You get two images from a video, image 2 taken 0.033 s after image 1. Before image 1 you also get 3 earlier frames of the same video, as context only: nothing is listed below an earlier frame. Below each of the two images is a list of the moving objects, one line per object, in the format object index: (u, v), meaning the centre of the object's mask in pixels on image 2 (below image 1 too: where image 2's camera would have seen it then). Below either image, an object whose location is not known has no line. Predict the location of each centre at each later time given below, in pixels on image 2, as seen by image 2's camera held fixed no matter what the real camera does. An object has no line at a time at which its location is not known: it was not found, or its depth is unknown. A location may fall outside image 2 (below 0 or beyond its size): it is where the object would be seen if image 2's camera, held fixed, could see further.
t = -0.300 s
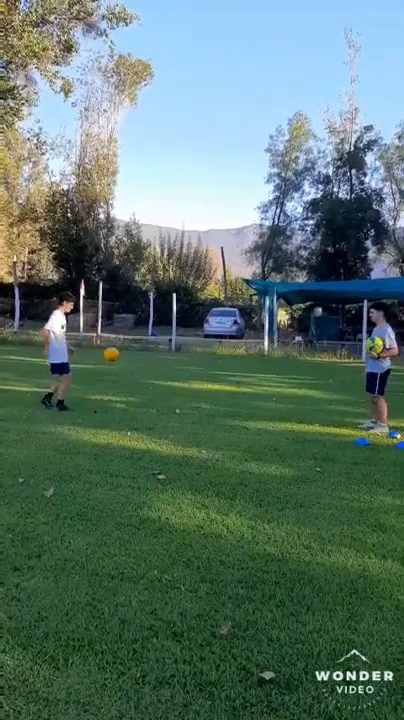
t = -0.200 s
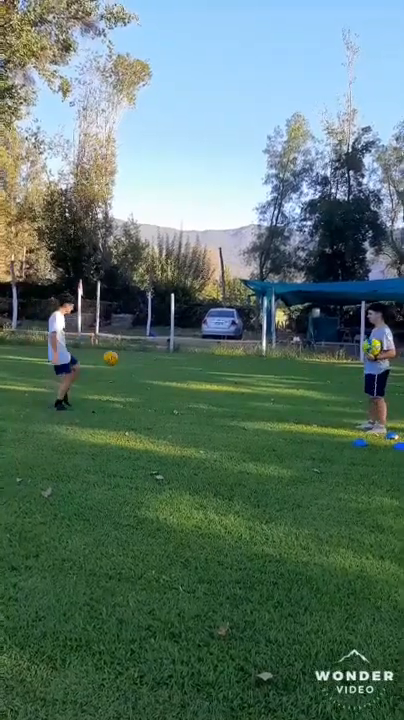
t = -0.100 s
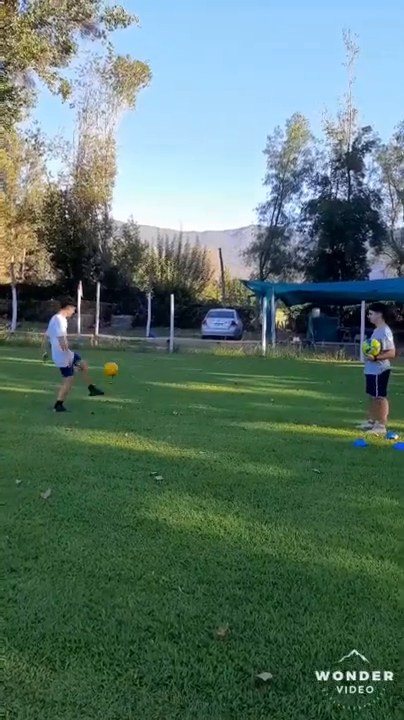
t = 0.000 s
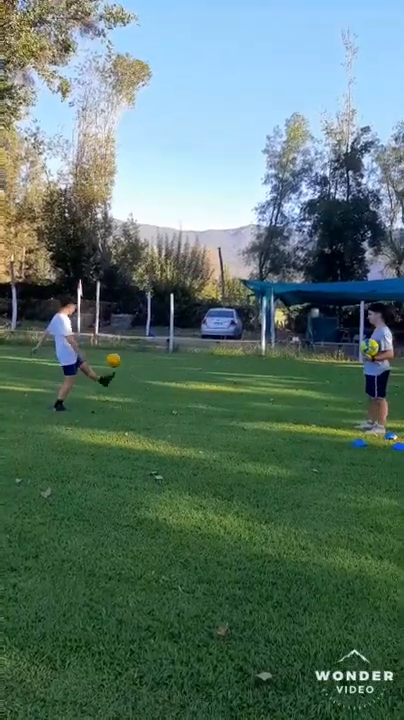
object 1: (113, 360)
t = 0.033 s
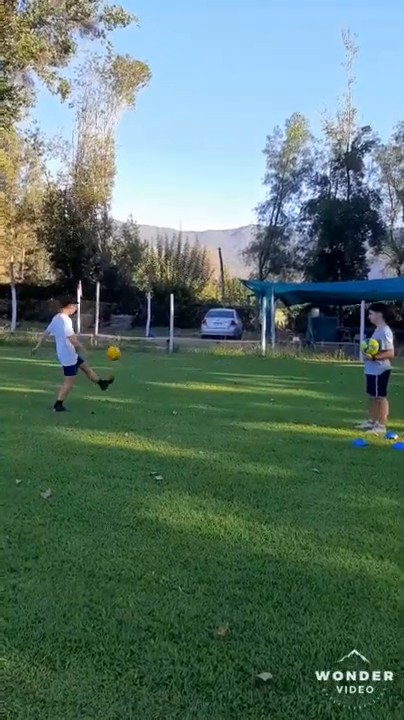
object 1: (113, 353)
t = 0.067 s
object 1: (114, 346)
